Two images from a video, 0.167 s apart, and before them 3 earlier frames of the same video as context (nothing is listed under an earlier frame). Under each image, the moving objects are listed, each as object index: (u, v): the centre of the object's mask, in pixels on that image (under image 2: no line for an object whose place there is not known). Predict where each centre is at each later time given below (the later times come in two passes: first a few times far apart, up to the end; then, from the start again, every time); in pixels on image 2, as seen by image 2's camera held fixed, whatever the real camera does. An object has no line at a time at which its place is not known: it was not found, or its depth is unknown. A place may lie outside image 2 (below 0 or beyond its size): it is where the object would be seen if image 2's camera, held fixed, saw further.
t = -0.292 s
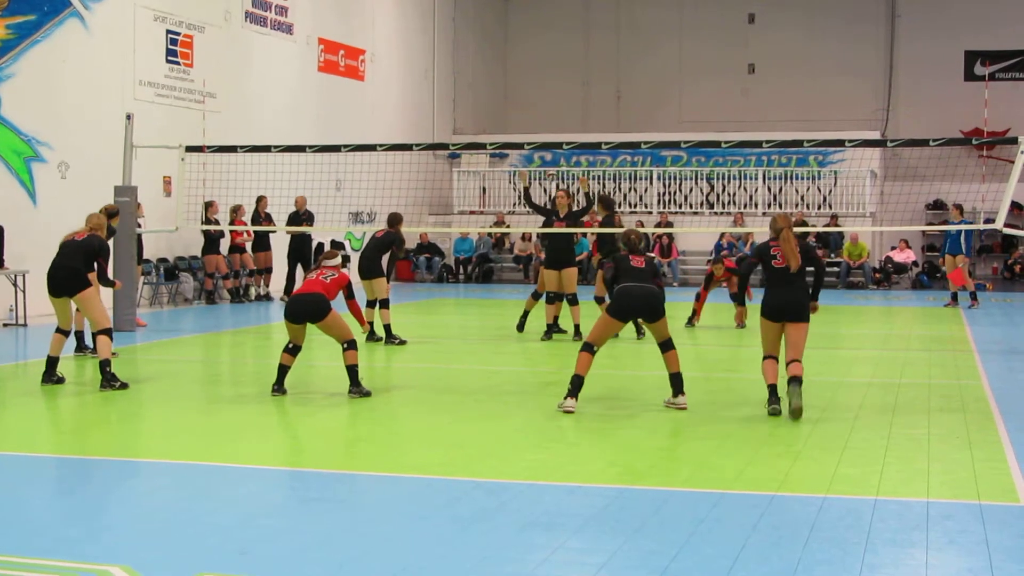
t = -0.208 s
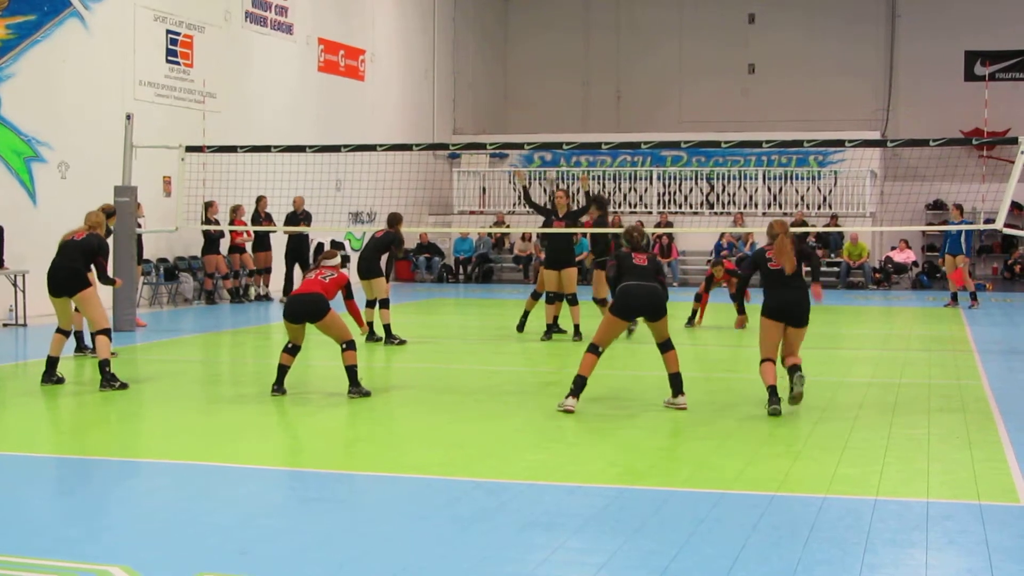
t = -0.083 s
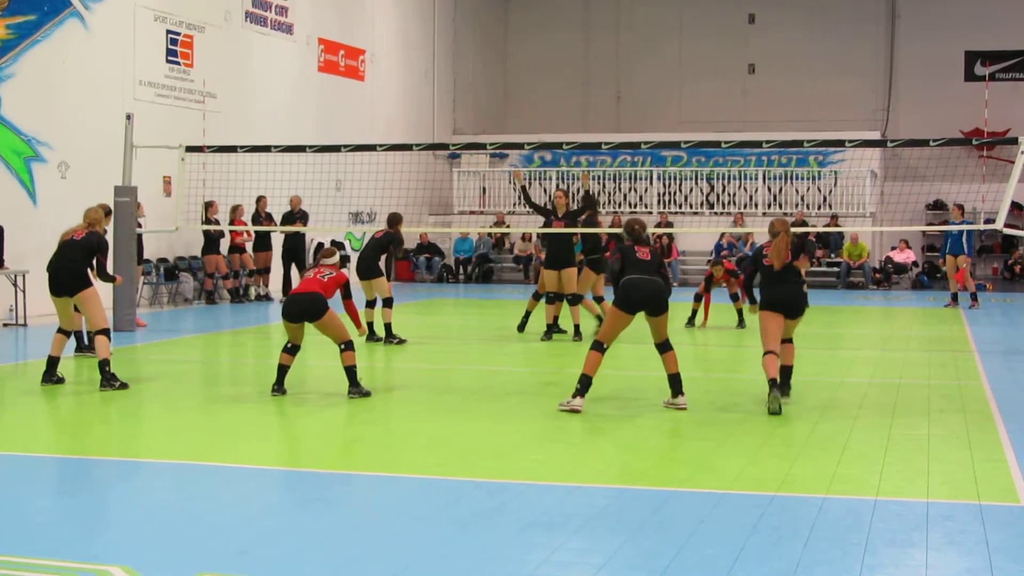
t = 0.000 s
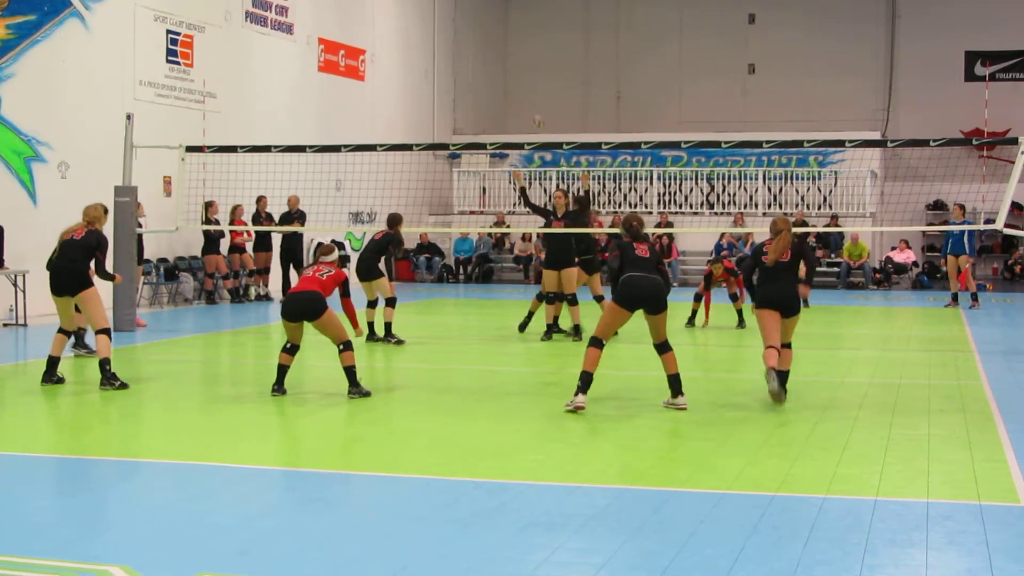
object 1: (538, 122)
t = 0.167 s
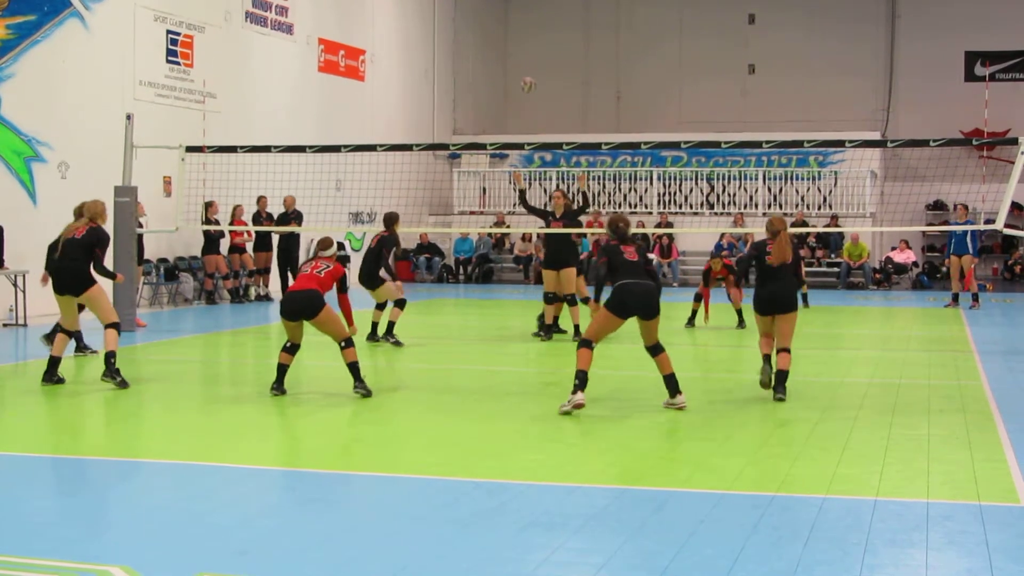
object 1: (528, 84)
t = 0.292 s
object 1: (522, 62)
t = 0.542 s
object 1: (510, 42)
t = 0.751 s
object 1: (499, 62)
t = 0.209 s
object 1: (526, 76)
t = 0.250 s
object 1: (524, 69)
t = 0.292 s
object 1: (522, 62)
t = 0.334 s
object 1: (521, 57)
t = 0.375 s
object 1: (519, 52)
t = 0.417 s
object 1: (517, 47)
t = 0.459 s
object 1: (514, 44)
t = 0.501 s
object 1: (512, 42)
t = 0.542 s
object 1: (510, 42)
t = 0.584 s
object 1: (508, 43)
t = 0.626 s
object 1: (505, 45)
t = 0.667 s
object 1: (503, 49)
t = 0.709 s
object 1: (501, 54)
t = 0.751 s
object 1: (499, 62)
